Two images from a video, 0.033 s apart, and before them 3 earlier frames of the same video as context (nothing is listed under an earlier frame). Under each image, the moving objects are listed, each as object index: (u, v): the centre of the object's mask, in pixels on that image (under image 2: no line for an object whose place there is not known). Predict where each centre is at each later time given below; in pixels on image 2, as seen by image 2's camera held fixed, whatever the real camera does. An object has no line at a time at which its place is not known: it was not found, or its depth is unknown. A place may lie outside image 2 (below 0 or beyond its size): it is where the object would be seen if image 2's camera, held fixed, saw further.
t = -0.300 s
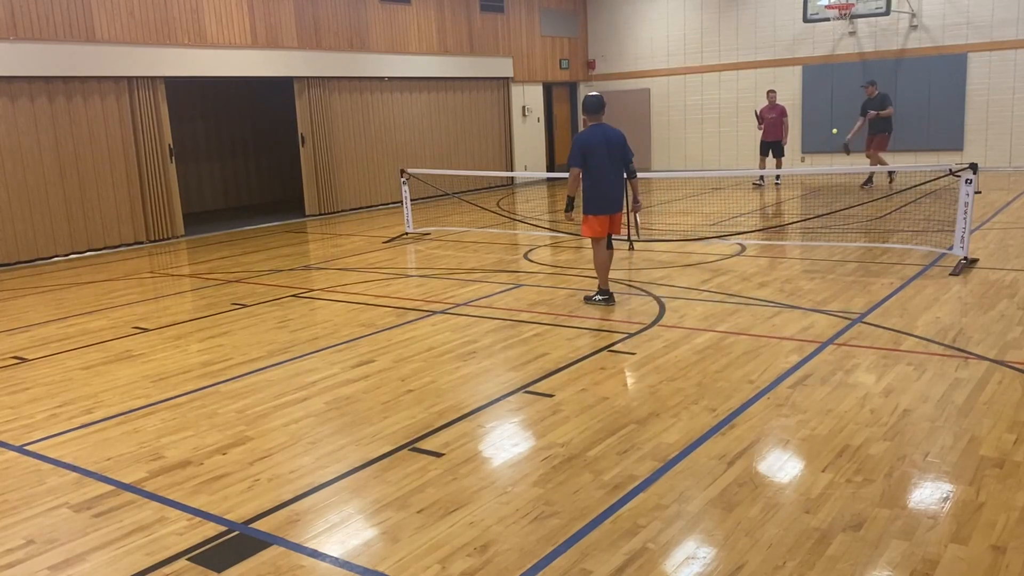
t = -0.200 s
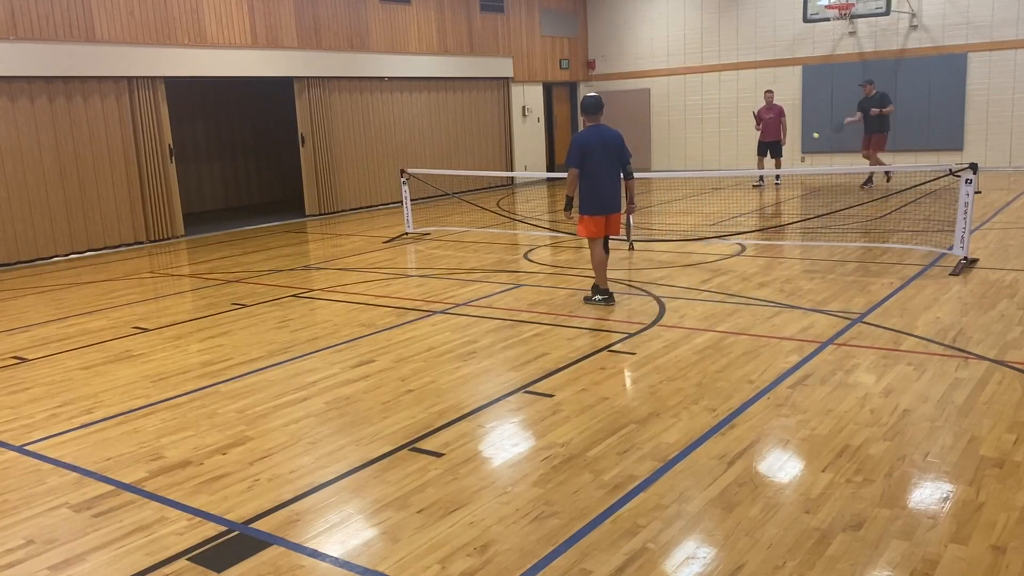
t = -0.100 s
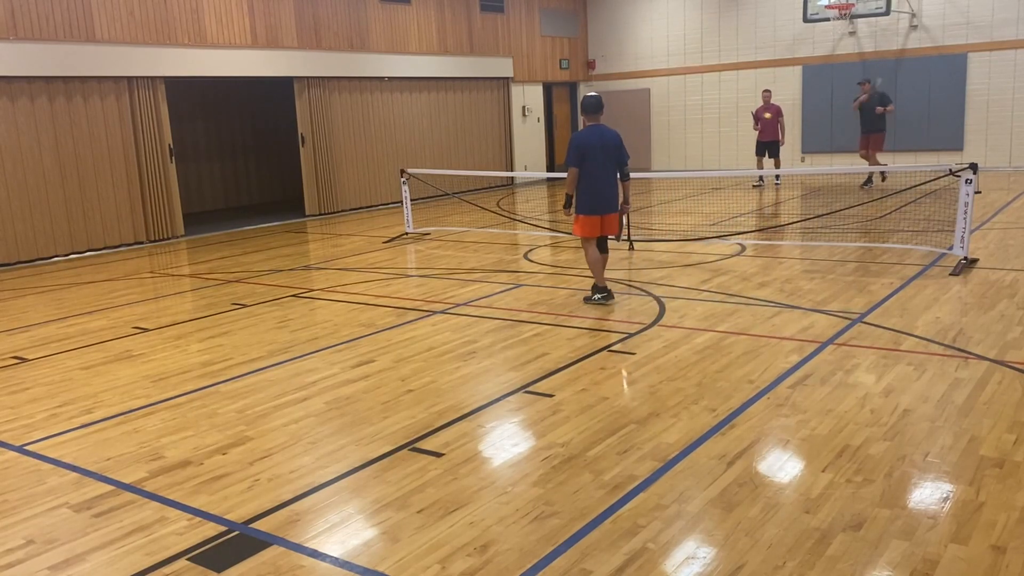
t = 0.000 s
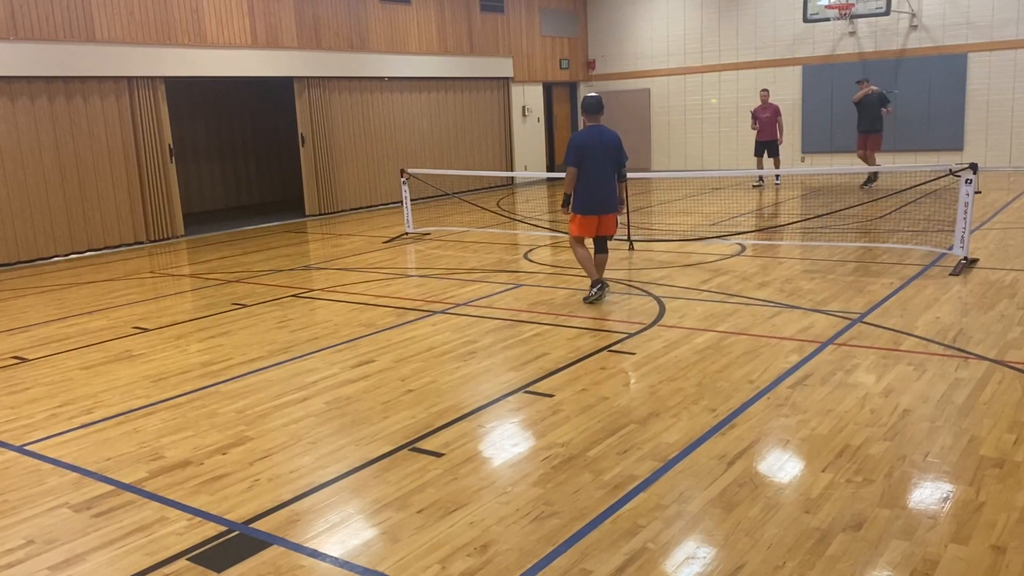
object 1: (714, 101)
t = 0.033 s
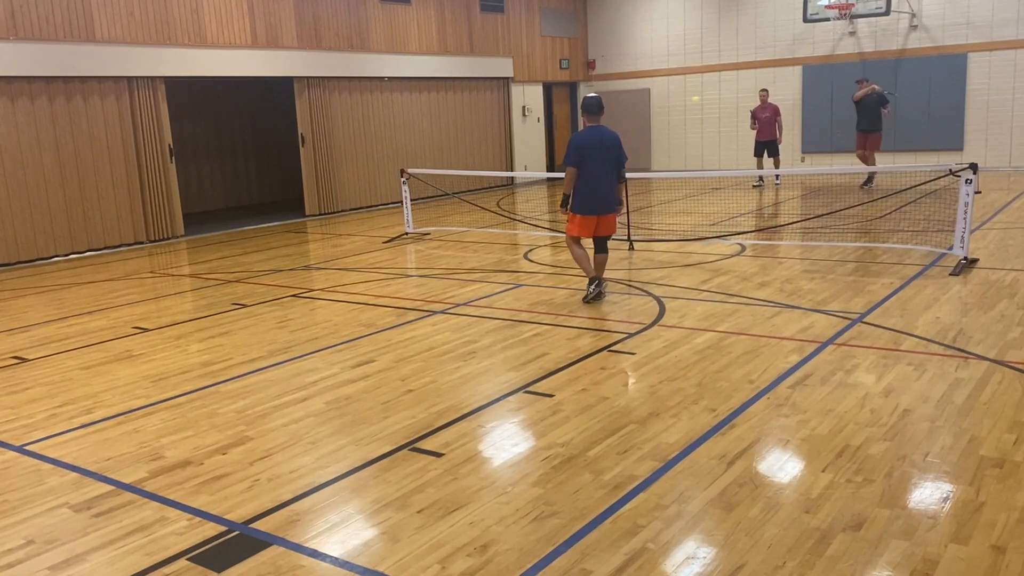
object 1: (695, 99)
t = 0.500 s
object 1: (377, 173)
